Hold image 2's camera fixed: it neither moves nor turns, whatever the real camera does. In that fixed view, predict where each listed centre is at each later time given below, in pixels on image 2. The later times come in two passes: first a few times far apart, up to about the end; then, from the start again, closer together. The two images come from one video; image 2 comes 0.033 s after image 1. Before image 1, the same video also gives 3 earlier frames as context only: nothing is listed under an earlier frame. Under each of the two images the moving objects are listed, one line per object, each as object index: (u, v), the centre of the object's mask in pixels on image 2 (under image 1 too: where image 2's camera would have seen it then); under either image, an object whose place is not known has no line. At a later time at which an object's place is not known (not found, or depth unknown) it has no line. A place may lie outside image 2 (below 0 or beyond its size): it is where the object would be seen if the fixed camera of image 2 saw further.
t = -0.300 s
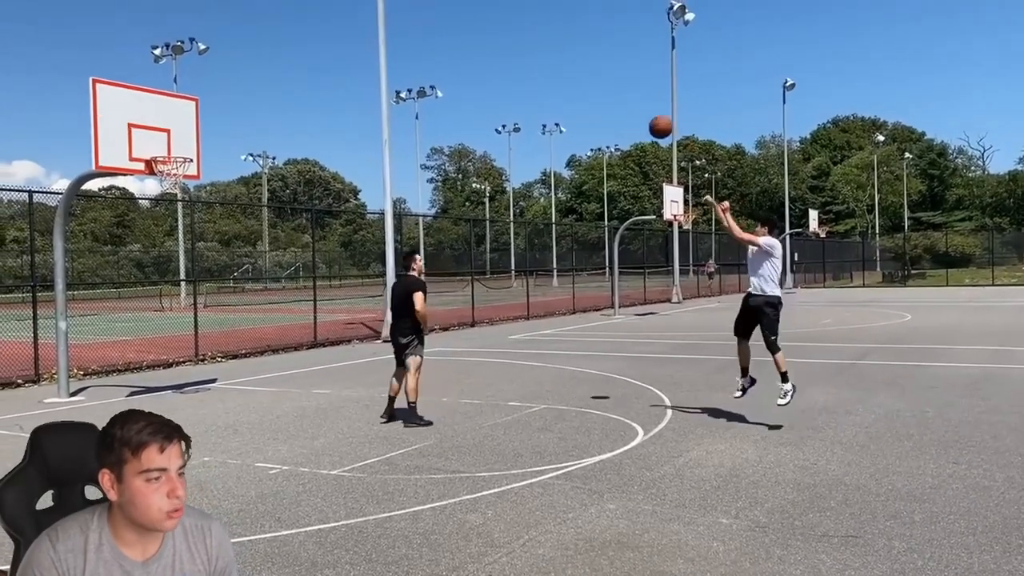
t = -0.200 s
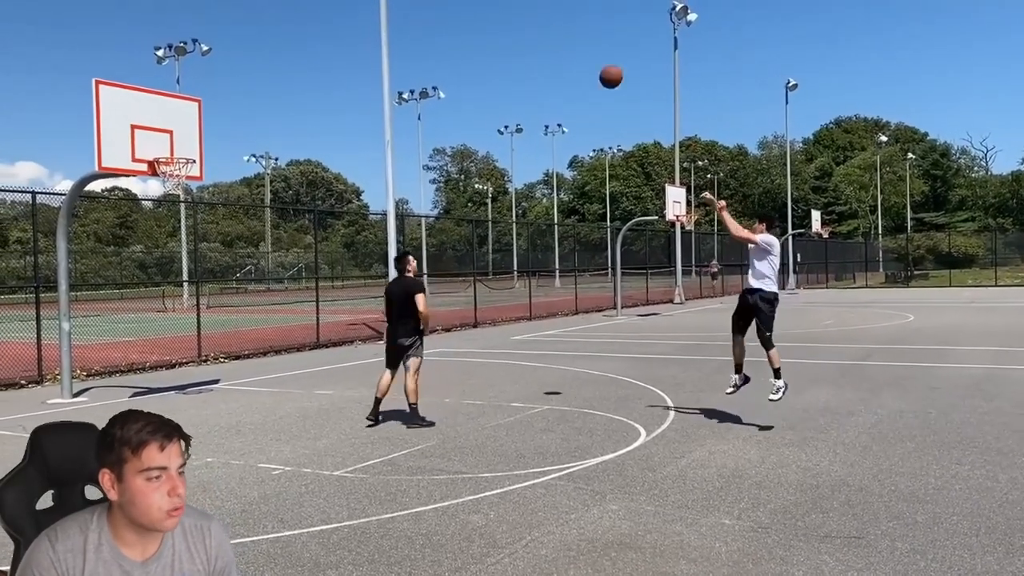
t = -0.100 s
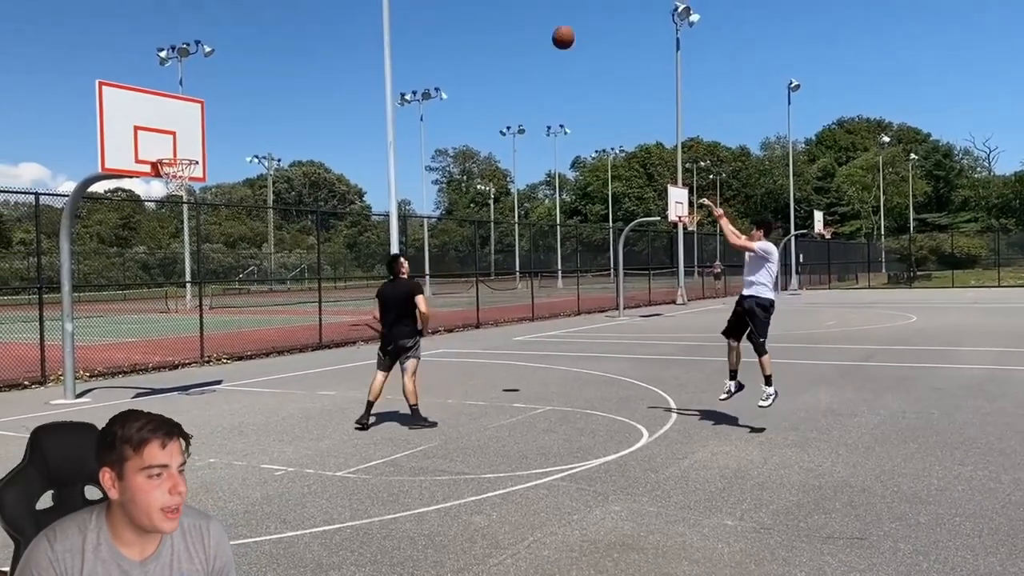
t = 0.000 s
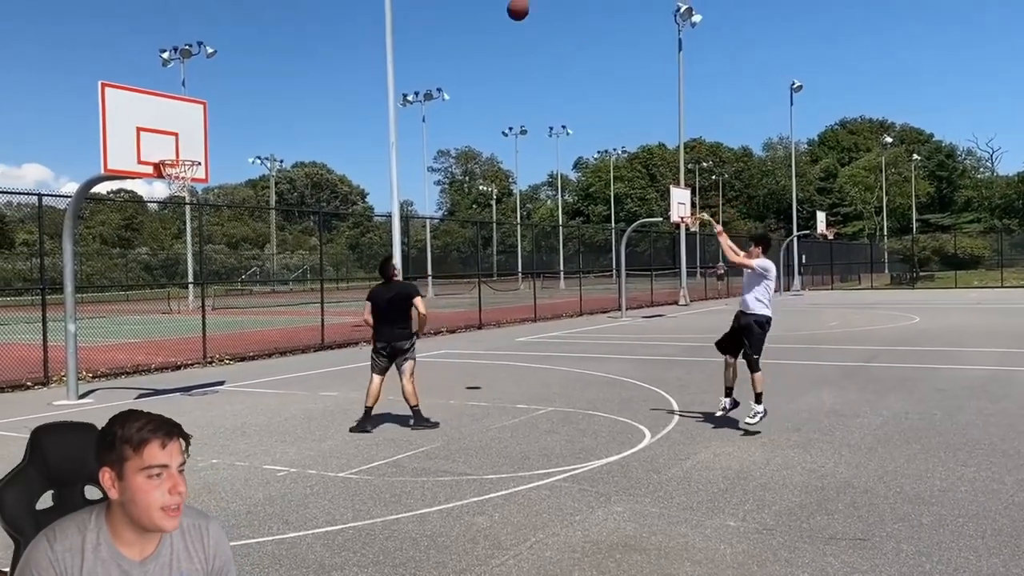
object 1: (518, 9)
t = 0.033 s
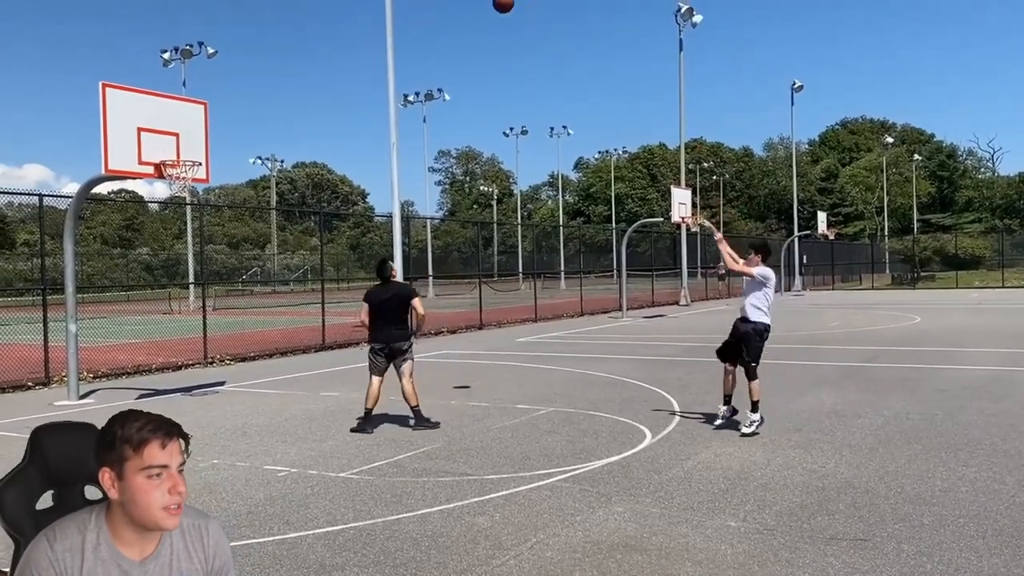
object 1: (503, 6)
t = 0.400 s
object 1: (350, -2)
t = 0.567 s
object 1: (288, 19)
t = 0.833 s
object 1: (199, 107)
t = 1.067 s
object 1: (233, 182)
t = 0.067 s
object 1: (488, 3)
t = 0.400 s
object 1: (350, -2)
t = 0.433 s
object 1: (337, -1)
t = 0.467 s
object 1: (325, 1)
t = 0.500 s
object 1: (312, 4)
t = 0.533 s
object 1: (301, 11)
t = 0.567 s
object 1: (288, 19)
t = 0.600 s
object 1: (277, 28)
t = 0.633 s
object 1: (265, 37)
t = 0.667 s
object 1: (254, 47)
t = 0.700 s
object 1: (242, 57)
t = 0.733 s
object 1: (231, 69)
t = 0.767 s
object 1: (220, 81)
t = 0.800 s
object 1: (210, 94)
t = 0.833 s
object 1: (199, 107)
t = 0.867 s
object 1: (192, 120)
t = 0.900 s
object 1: (199, 128)
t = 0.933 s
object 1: (206, 136)
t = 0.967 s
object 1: (213, 146)
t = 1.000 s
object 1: (220, 158)
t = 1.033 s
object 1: (227, 169)
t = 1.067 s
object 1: (233, 182)
